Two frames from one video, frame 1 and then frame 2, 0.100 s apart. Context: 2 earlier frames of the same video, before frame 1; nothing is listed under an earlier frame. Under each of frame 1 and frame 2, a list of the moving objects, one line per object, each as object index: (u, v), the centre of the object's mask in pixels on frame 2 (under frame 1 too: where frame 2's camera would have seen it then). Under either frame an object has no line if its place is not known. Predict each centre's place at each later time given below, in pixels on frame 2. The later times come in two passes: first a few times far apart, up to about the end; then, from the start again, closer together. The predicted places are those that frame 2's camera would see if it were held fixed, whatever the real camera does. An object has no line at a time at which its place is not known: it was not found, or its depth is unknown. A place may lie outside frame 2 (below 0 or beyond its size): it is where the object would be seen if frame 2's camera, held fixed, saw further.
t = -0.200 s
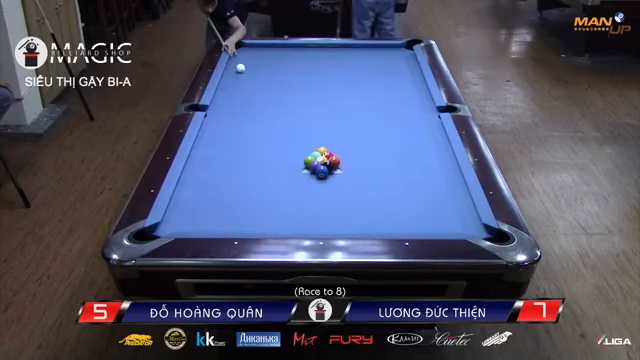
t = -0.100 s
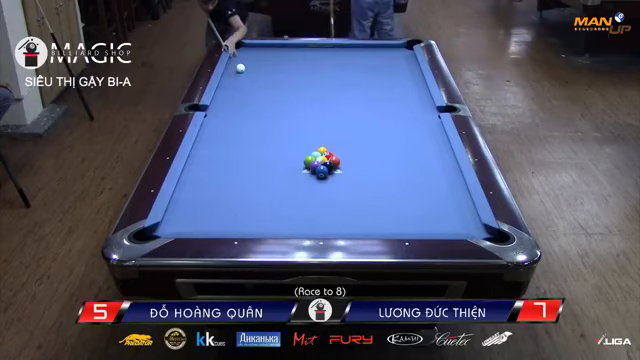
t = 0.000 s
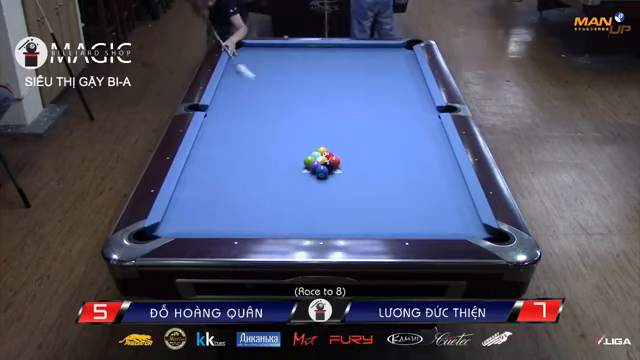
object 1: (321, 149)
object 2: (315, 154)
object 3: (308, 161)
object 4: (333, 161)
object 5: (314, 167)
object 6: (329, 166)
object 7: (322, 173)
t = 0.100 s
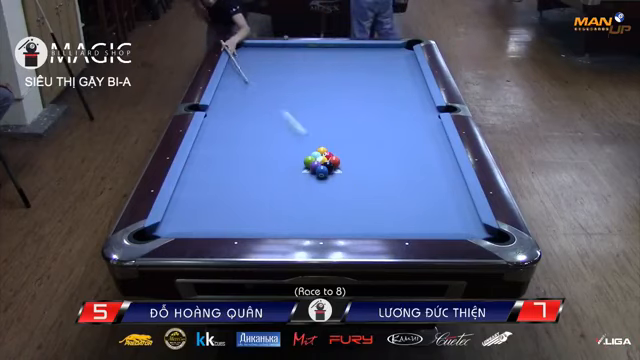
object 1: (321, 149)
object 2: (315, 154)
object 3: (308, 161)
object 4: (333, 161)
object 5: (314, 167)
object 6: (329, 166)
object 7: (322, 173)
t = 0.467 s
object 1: (385, 128)
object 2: (306, 156)
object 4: (318, 228)
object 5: (262, 202)
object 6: (340, 186)
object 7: (249, 216)
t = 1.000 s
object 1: (419, 114)
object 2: (294, 154)
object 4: (241, 180)
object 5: (252, 159)
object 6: (360, 216)
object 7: (176, 224)
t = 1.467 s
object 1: (392, 124)
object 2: (305, 133)
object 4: (311, 155)
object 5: (240, 136)
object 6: (374, 225)
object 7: (215, 222)
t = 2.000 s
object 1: (361, 135)
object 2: (326, 103)
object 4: (366, 150)
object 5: (229, 116)
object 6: (382, 213)
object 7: (255, 219)
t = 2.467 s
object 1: (336, 144)
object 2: (341, 82)
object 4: (409, 144)
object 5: (222, 100)
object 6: (386, 202)
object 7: (285, 216)
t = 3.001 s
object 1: (308, 154)
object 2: (356, 63)
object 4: (438, 140)
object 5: (225, 87)
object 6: (390, 193)
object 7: (315, 213)
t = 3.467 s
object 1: (285, 162)
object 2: (365, 49)
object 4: (422, 142)
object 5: (234, 78)
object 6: (393, 188)
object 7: (336, 211)
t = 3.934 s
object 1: (264, 169)
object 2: (374, 50)
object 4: (408, 144)
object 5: (241, 72)
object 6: (395, 184)
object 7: (353, 208)
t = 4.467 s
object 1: (244, 176)
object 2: (382, 57)
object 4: (396, 146)
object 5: (249, 66)
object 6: (396, 182)
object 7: (367, 206)
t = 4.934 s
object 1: (229, 181)
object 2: (387, 62)
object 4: (391, 144)
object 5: (254, 62)
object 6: (397, 181)
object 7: (376, 204)
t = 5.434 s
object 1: (216, 185)
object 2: (393, 67)
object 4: (385, 145)
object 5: (259, 58)
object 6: (397, 181)
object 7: (381, 203)
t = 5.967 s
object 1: (207, 188)
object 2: (398, 73)
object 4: (385, 145)
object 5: (262, 56)
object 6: (397, 181)
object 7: (382, 202)
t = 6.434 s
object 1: (203, 189)
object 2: (402, 76)
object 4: (385, 145)
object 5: (266, 54)
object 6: (397, 181)
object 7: (382, 203)
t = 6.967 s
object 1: (202, 189)
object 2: (405, 79)
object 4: (385, 145)
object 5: (267, 53)
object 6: (397, 181)
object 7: (382, 203)
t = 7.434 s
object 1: (202, 189)
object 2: (407, 81)
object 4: (385, 145)
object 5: (267, 53)
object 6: (397, 181)
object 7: (382, 203)
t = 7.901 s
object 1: (202, 189)
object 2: (407, 82)
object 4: (385, 145)
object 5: (267, 53)
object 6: (397, 181)
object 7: (382, 203)
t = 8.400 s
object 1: (202, 190)
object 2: (407, 83)
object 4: (385, 145)
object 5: (267, 53)
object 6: (397, 181)
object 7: (382, 203)
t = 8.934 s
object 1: (202, 190)
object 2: (407, 83)
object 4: (385, 145)
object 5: (267, 53)
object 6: (397, 181)
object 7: (382, 203)
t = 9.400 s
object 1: (202, 190)
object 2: (407, 83)
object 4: (385, 145)
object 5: (267, 53)
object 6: (397, 181)
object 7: (382, 203)
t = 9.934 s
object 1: (202, 190)
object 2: (407, 83)
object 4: (385, 145)
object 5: (267, 53)
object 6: (397, 181)
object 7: (382, 203)
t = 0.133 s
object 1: (322, 150)
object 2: (316, 155)
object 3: (308, 161)
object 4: (333, 161)
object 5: (314, 167)
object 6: (329, 167)
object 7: (322, 173)
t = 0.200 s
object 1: (337, 145)
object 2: (312, 157)
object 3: (292, 171)
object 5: (302, 178)
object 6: (331, 173)
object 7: (304, 192)
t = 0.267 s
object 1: (351, 141)
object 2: (311, 157)
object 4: (459, 201)
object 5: (291, 186)
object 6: (333, 175)
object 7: (286, 213)
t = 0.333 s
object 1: (363, 136)
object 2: (309, 157)
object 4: (411, 214)
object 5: (279, 194)
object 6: (335, 178)
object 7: (266, 227)
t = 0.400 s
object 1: (375, 132)
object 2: (308, 156)
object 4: (364, 223)
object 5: (269, 202)
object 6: (337, 183)
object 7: (260, 221)
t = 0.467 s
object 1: (385, 128)
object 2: (306, 156)
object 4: (318, 228)
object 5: (262, 202)
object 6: (340, 186)
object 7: (249, 216)
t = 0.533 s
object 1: (396, 123)
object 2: (304, 156)
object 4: (279, 224)
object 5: (262, 193)
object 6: (342, 189)
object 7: (233, 223)
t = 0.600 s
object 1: (406, 120)
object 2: (302, 156)
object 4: (244, 219)
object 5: (262, 186)
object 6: (345, 193)
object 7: (217, 225)
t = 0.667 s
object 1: (416, 116)
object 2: (301, 155)
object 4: (214, 214)
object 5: (261, 180)
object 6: (347, 196)
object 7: (202, 226)
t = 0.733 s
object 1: (426, 112)
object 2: (300, 155)
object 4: (185, 209)
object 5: (260, 175)
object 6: (349, 201)
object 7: (189, 227)
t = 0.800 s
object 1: (431, 109)
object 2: (298, 155)
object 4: (184, 202)
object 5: (257, 171)
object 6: (352, 204)
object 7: (179, 227)
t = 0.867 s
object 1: (427, 111)
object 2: (297, 154)
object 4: (206, 194)
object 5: (255, 167)
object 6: (355, 208)
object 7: (168, 226)
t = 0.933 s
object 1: (423, 112)
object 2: (295, 154)
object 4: (225, 185)
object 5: (253, 163)
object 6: (358, 211)
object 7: (170, 225)
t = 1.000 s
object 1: (419, 114)
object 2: (294, 154)
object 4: (241, 180)
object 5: (252, 159)
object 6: (360, 216)
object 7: (176, 224)
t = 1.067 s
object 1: (415, 115)
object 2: (293, 153)
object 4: (256, 171)
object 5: (250, 156)
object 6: (363, 220)
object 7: (182, 224)
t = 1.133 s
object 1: (411, 117)
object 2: (292, 153)
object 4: (269, 165)
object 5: (248, 153)
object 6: (365, 223)
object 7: (188, 223)
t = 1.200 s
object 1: (408, 119)
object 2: (292, 152)
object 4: (283, 158)
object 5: (246, 149)
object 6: (368, 225)
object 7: (193, 223)
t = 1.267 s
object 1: (403, 120)
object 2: (295, 147)
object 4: (290, 158)
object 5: (245, 146)
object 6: (371, 228)
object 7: (199, 223)
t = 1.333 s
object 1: (400, 121)
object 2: (298, 142)
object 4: (296, 158)
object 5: (243, 142)
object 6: (372, 228)
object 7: (205, 223)
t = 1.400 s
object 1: (396, 122)
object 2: (302, 137)
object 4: (304, 157)
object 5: (241, 139)
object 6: (373, 227)
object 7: (210, 223)
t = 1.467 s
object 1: (392, 124)
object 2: (305, 133)
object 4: (311, 155)
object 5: (240, 136)
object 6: (374, 225)
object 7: (215, 222)
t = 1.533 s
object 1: (388, 125)
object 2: (308, 129)
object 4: (318, 153)
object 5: (238, 134)
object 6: (375, 224)
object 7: (220, 222)
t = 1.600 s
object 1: (384, 127)
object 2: (311, 125)
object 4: (326, 154)
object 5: (237, 131)
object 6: (376, 223)
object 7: (226, 222)
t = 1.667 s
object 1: (380, 128)
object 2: (313, 121)
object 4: (332, 154)
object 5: (236, 128)
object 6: (377, 222)
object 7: (231, 221)
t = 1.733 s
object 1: (376, 129)
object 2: (316, 117)
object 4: (339, 153)
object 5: (234, 125)
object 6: (378, 220)
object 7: (236, 221)
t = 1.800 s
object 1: (372, 131)
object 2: (318, 113)
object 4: (346, 152)
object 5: (233, 122)
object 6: (379, 218)
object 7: (241, 220)
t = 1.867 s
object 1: (369, 132)
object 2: (321, 109)
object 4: (353, 151)
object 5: (232, 120)
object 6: (380, 216)
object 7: (245, 220)
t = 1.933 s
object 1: (365, 134)
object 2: (324, 106)
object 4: (360, 150)
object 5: (231, 117)
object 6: (381, 214)
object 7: (250, 220)
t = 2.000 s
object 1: (361, 135)
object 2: (326, 103)
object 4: (366, 150)
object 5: (229, 116)
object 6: (382, 213)
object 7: (255, 219)
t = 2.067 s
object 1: (358, 136)
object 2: (329, 100)
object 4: (372, 149)
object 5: (228, 113)
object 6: (382, 211)
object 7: (259, 219)
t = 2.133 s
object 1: (354, 138)
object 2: (331, 97)
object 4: (378, 148)
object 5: (227, 110)
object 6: (383, 208)
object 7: (264, 218)
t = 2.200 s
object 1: (350, 139)
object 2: (333, 93)
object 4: (384, 148)
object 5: (226, 108)
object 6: (383, 207)
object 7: (269, 217)
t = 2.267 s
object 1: (346, 140)
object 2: (335, 90)
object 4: (391, 146)
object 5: (226, 106)
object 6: (384, 206)
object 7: (273, 217)
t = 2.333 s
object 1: (343, 141)
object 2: (337, 88)
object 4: (397, 146)
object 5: (224, 104)
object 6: (385, 204)
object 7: (277, 217)
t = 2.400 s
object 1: (339, 143)
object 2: (339, 85)
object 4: (403, 145)
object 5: (222, 102)
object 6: (386, 203)
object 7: (281, 217)
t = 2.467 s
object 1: (336, 144)
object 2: (341, 82)
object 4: (409, 144)
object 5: (222, 100)
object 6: (386, 202)
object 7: (285, 216)
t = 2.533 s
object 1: (332, 146)
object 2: (343, 79)
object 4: (414, 143)
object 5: (221, 98)
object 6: (387, 201)
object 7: (289, 216)
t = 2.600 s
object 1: (328, 147)
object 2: (345, 77)
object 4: (420, 142)
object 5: (220, 96)
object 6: (387, 199)
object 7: (293, 215)
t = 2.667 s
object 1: (326, 147)
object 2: (347, 74)
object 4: (425, 141)
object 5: (219, 93)
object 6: (388, 198)
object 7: (297, 216)
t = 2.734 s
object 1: (322, 146)
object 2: (348, 72)
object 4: (431, 141)
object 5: (219, 92)
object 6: (388, 197)
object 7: (300, 215)
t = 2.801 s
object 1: (318, 149)
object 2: (350, 69)
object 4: (436, 141)
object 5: (220, 91)
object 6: (389, 196)
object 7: (304, 214)
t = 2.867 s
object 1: (314, 151)
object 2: (352, 67)
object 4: (441, 140)
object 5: (222, 89)
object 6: (389, 195)
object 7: (308, 214)
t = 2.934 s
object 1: (311, 152)
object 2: (354, 65)
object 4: (441, 140)
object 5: (223, 88)
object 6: (390, 194)
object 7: (311, 213)
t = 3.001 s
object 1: (308, 154)
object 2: (356, 63)
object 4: (438, 140)
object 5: (225, 87)
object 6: (390, 193)
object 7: (315, 213)
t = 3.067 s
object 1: (304, 155)
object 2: (357, 60)
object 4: (435, 140)
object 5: (226, 85)
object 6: (391, 192)
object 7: (318, 213)
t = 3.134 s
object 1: (301, 156)
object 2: (359, 58)
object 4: (433, 141)
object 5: (228, 84)
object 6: (391, 191)
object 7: (321, 212)
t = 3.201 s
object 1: (298, 157)
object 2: (360, 56)
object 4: (430, 141)
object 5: (229, 83)
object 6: (392, 191)
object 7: (324, 212)
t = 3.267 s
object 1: (295, 159)
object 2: (362, 54)
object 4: (428, 141)
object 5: (230, 82)
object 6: (392, 190)
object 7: (327, 211)
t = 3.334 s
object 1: (291, 160)
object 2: (363, 53)
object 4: (426, 141)
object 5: (231, 80)
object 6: (393, 189)
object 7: (330, 211)
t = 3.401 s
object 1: (288, 161)
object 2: (364, 51)
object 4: (424, 142)
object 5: (233, 79)
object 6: (393, 188)
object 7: (333, 210)
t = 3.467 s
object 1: (285, 162)
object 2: (365, 49)
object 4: (422, 142)
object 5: (234, 78)
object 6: (393, 188)
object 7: (336, 211)
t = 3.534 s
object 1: (282, 163)
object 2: (367, 47)
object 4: (420, 142)
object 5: (235, 77)
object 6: (393, 187)
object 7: (338, 210)
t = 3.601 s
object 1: (279, 164)
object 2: (368, 46)
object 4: (418, 143)
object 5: (236, 76)
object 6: (394, 187)
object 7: (341, 210)
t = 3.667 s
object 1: (276, 165)
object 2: (370, 46)
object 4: (415, 143)
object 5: (237, 75)
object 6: (394, 186)
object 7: (344, 209)
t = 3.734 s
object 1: (273, 166)
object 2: (371, 47)
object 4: (414, 143)
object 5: (238, 75)
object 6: (394, 186)
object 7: (346, 209)
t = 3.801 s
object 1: (270, 167)
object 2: (372, 48)
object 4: (412, 143)
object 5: (239, 74)
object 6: (395, 185)
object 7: (349, 209)
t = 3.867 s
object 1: (267, 168)
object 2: (373, 49)
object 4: (410, 143)
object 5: (240, 73)
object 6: (395, 184)
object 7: (351, 209)
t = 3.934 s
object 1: (264, 169)
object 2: (374, 50)
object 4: (408, 144)
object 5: (241, 72)
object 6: (395, 184)
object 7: (353, 208)
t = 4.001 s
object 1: (262, 170)
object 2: (375, 51)
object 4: (407, 144)
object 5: (242, 71)
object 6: (395, 184)
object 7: (355, 208)
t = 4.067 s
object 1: (259, 171)
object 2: (376, 51)
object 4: (405, 144)
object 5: (243, 70)
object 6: (395, 183)
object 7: (357, 208)
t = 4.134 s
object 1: (256, 172)
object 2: (377, 52)
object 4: (404, 144)
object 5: (244, 69)
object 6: (396, 183)
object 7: (359, 207)
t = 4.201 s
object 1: (254, 173)
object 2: (378, 53)
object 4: (402, 145)
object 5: (245, 69)
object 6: (396, 183)
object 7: (361, 207)
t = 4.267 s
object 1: (251, 173)
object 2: (379, 54)
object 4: (401, 145)
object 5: (246, 68)
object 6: (396, 182)
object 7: (363, 206)
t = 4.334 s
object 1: (248, 174)
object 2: (379, 55)
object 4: (399, 145)
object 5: (247, 67)
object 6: (396, 182)
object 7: (364, 206)
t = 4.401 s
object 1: (246, 175)
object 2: (381, 56)
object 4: (398, 145)
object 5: (248, 66)
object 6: (396, 182)
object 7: (366, 206)
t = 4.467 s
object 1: (244, 176)
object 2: (382, 57)
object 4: (396, 146)
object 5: (249, 66)
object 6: (396, 182)
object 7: (367, 206)
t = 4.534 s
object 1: (241, 177)
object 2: (382, 57)
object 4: (396, 146)
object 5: (249, 66)
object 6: (397, 182)
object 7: (369, 205)
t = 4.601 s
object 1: (239, 177)
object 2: (383, 58)
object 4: (394, 146)
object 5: (250, 65)
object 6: (397, 181)
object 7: (370, 205)
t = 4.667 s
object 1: (237, 178)
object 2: (384, 59)
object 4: (394, 146)
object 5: (251, 64)
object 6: (397, 181)
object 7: (372, 205)
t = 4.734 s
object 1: (235, 179)
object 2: (385, 60)
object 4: (393, 146)
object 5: (252, 63)
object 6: (397, 181)
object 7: (373, 205)
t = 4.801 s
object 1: (233, 180)
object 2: (386, 61)
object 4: (392, 145)
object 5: (253, 62)
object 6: (397, 181)
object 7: (374, 205)
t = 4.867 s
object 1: (231, 180)
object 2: (387, 61)
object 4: (392, 145)
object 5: (253, 62)
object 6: (397, 181)
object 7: (375, 204)
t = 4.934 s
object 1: (229, 181)
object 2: (387, 62)
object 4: (391, 144)
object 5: (254, 62)
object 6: (397, 181)
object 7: (376, 204)
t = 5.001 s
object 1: (227, 182)
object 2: (388, 62)
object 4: (389, 144)
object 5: (255, 62)
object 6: (397, 181)
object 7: (377, 204)
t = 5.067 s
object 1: (225, 182)
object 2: (389, 64)
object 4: (388, 143)
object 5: (256, 61)
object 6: (397, 181)
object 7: (377, 204)
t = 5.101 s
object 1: (224, 183)
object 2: (389, 64)
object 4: (387, 143)
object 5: (256, 60)
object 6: (397, 181)
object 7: (378, 204)
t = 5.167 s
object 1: (222, 183)
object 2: (390, 65)
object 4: (386, 144)
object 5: (257, 60)
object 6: (397, 181)
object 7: (379, 203)
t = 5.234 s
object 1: (221, 184)
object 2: (391, 65)
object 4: (386, 144)
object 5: (257, 59)
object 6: (397, 181)
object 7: (379, 203)
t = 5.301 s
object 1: (219, 184)
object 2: (391, 66)
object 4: (385, 144)
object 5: (257, 59)
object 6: (397, 181)
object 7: (380, 203)
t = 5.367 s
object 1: (218, 185)
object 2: (392, 67)
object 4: (385, 145)
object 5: (258, 58)
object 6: (397, 181)
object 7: (380, 203)
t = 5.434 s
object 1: (216, 185)
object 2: (393, 67)
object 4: (385, 145)
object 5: (259, 58)
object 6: (397, 181)
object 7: (381, 203)
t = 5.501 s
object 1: (215, 185)
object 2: (394, 68)
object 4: (385, 145)
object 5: (260, 58)
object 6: (397, 181)
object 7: (381, 203)
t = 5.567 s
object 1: (214, 186)
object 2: (394, 69)
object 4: (385, 145)
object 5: (260, 58)
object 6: (397, 181)
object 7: (382, 203)
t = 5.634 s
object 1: (212, 186)
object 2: (395, 69)
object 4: (385, 145)
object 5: (260, 57)
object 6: (397, 181)
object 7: (382, 202)
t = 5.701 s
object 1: (211, 187)
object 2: (396, 70)
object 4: (385, 145)
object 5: (261, 57)
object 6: (397, 181)
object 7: (382, 202)
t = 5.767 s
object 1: (210, 187)
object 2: (396, 71)
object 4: (385, 145)
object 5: (261, 56)
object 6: (397, 181)
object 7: (382, 202)
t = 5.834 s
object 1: (209, 187)
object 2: (397, 71)
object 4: (385, 145)
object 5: (262, 56)
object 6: (397, 181)
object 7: (382, 202)
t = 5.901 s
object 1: (208, 188)
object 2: (398, 72)
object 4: (385, 145)
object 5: (262, 56)
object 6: (397, 181)
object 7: (382, 202)
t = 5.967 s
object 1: (207, 188)
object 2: (398, 73)
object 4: (385, 145)
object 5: (262, 56)
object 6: (397, 181)
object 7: (382, 202)
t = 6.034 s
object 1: (206, 188)
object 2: (399, 73)
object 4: (385, 145)
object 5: (263, 55)
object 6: (397, 181)
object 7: (382, 202)
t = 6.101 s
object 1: (206, 188)
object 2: (399, 73)
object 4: (385, 145)
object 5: (264, 54)
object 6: (397, 181)
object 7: (382, 202)
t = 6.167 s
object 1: (205, 188)
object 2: (400, 74)
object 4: (385, 145)
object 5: (264, 54)
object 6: (397, 181)
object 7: (382, 202)
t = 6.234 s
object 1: (204, 189)
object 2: (401, 75)
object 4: (385, 145)
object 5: (265, 54)
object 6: (397, 181)
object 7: (382, 203)
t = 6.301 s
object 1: (204, 189)
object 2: (401, 75)
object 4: (385, 145)
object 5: (265, 54)
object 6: (397, 181)
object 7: (382, 203)
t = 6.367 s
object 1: (203, 189)
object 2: (401, 75)
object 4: (385, 145)
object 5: (265, 54)
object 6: (397, 181)
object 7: (382, 203)
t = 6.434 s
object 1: (203, 189)
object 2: (402, 76)
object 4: (385, 145)
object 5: (266, 54)
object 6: (397, 181)
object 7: (382, 203)
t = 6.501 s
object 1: (203, 189)
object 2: (403, 76)
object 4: (385, 145)
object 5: (266, 54)
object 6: (397, 181)
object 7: (382, 203)
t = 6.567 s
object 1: (202, 189)
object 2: (403, 77)
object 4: (385, 145)
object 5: (266, 54)
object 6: (397, 181)
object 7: (382, 203)
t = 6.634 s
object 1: (202, 189)
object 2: (403, 77)
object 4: (385, 145)
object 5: (266, 54)
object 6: (397, 181)
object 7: (382, 203)
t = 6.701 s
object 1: (202, 189)
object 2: (403, 77)
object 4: (385, 145)
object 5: (266, 54)
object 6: (397, 181)
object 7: (382, 203)
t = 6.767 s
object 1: (202, 189)
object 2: (404, 78)
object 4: (385, 145)
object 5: (266, 54)
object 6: (397, 181)
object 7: (382, 203)
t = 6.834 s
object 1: (202, 189)
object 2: (404, 78)
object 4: (385, 145)
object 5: (266, 53)
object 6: (397, 181)
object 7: (382, 203)
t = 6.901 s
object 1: (202, 189)
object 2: (404, 78)
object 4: (385, 145)
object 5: (267, 53)
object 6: (397, 181)
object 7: (382, 203)
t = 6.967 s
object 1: (202, 189)
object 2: (405, 79)
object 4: (385, 145)
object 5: (267, 53)
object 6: (397, 181)
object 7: (382, 203)
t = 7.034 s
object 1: (202, 189)
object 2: (405, 79)
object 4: (385, 145)
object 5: (267, 53)
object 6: (397, 181)
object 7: (382, 203)
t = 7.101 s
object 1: (202, 189)
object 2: (405, 79)
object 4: (385, 145)
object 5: (267, 53)
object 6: (397, 181)
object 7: (382, 203)
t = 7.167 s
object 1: (202, 189)
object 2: (406, 80)
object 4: (385, 145)
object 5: (267, 53)
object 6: (397, 181)
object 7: (382, 203)
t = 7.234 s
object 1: (202, 189)
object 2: (406, 80)
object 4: (385, 145)
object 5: (267, 53)
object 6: (397, 181)
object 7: (382, 203)
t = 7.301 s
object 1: (202, 189)
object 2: (406, 80)
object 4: (385, 145)
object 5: (267, 53)
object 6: (397, 181)
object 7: (382, 203)
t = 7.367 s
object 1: (202, 189)
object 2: (407, 80)
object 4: (385, 145)
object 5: (267, 53)
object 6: (397, 181)
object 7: (382, 203)
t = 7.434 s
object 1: (202, 189)
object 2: (407, 81)
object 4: (385, 145)
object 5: (267, 53)
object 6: (397, 181)
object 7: (382, 203)
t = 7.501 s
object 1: (202, 189)
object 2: (407, 81)
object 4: (385, 145)
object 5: (267, 53)
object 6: (397, 181)
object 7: (382, 203)
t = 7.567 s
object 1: (202, 189)
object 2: (407, 81)
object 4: (385, 145)
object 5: (267, 53)
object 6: (397, 181)
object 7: (382, 203)
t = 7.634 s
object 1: (202, 189)
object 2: (407, 82)
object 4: (385, 145)
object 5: (267, 53)
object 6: (397, 181)
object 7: (382, 203)
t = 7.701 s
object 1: (202, 189)
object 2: (407, 82)
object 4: (385, 145)
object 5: (267, 53)
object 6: (397, 181)
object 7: (382, 203)
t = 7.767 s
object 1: (202, 189)
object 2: (407, 82)
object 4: (385, 145)
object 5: (267, 53)
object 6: (397, 181)
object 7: (382, 203)
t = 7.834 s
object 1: (202, 189)
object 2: (407, 82)
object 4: (385, 145)
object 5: (267, 53)
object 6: (397, 181)
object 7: (382, 203)
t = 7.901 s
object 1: (202, 189)
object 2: (407, 82)
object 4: (385, 145)
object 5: (267, 53)
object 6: (397, 181)
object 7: (382, 203)
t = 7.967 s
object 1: (202, 189)
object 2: (407, 83)
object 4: (385, 145)
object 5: (267, 53)
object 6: (397, 181)
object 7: (382, 203)
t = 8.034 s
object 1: (202, 189)
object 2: (407, 83)
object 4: (385, 145)
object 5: (267, 53)
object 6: (397, 181)
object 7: (382, 203)
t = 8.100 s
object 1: (202, 189)
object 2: (407, 83)
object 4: (385, 145)
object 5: (267, 53)
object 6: (397, 181)
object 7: (382, 203)
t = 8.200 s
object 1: (202, 189)
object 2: (407, 83)
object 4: (385, 145)
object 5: (267, 53)
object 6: (397, 181)
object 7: (382, 203)
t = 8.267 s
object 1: (202, 189)
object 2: (407, 83)
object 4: (385, 145)
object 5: (267, 53)
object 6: (397, 181)
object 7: (382, 203)
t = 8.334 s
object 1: (202, 190)
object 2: (407, 83)
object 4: (385, 145)
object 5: (267, 53)
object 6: (397, 181)
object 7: (382, 203)
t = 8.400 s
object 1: (202, 190)
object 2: (407, 83)
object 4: (385, 145)
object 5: (267, 53)
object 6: (397, 181)
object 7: (382, 203)
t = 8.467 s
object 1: (202, 190)
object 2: (407, 83)
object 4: (385, 145)
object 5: (267, 53)
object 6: (397, 181)
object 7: (382, 203)
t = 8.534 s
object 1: (202, 190)
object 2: (407, 83)
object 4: (385, 145)
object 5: (267, 53)
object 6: (397, 181)
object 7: (382, 203)
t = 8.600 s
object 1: (202, 190)
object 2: (407, 83)
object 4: (385, 145)
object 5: (267, 53)
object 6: (397, 181)
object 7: (382, 203)
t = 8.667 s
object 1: (202, 190)
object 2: (407, 83)
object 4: (385, 145)
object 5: (267, 53)
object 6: (397, 181)
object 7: (382, 203)
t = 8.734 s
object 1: (202, 190)
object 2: (407, 83)
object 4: (385, 145)
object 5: (267, 53)
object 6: (397, 181)
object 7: (382, 203)
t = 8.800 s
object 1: (202, 190)
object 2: (407, 83)
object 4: (385, 145)
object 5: (267, 53)
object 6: (397, 181)
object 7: (382, 203)
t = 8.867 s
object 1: (202, 190)
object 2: (407, 83)
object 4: (385, 145)
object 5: (267, 53)
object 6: (397, 181)
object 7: (382, 203)
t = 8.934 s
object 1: (202, 190)
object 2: (407, 83)
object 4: (385, 145)
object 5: (267, 53)
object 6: (397, 181)
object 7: (382, 203)
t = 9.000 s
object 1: (202, 190)
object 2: (407, 83)
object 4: (385, 145)
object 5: (267, 53)
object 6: (397, 181)
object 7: (382, 203)
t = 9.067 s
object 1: (202, 190)
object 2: (407, 83)
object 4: (385, 145)
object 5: (267, 53)
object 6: (397, 181)
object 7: (382, 203)
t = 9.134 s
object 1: (202, 190)
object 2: (407, 83)
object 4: (385, 145)
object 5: (267, 53)
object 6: (397, 181)
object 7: (382, 203)
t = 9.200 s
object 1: (202, 190)
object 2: (407, 83)
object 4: (385, 145)
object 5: (267, 53)
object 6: (397, 181)
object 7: (382, 203)
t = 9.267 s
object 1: (202, 190)
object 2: (407, 83)
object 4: (385, 145)
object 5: (267, 53)
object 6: (397, 181)
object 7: (382, 203)
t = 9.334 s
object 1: (202, 190)
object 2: (407, 83)
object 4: (385, 145)
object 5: (267, 53)
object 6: (397, 181)
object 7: (382, 203)
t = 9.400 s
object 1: (202, 190)
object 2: (407, 83)
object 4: (385, 145)
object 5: (267, 53)
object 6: (397, 181)
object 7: (382, 203)
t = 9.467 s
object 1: (202, 190)
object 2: (407, 83)
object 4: (385, 145)
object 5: (267, 53)
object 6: (397, 181)
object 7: (382, 203)
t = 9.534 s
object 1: (202, 190)
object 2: (407, 83)
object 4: (385, 145)
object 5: (267, 53)
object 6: (397, 181)
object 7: (382, 203)
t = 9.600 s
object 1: (202, 190)
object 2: (407, 83)
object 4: (385, 145)
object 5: (267, 53)
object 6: (397, 181)
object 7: (382, 203)
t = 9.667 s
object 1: (202, 190)
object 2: (407, 83)
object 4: (385, 145)
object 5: (267, 53)
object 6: (397, 181)
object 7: (382, 203)
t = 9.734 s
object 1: (202, 190)
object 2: (407, 83)
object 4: (385, 145)
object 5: (267, 53)
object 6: (397, 181)
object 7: (382, 203)
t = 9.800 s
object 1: (202, 190)
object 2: (407, 83)
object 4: (385, 145)
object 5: (267, 53)
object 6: (397, 181)
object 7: (382, 203)
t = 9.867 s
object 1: (202, 190)
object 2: (407, 83)
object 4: (385, 145)
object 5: (267, 53)
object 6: (397, 181)
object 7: (382, 203)
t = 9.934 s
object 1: (202, 190)
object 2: (407, 83)
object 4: (385, 145)
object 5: (267, 53)
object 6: (397, 181)
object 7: (382, 203)
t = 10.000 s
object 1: (202, 190)
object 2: (407, 83)
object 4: (385, 145)
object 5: (267, 53)
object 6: (397, 181)
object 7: (382, 203)
